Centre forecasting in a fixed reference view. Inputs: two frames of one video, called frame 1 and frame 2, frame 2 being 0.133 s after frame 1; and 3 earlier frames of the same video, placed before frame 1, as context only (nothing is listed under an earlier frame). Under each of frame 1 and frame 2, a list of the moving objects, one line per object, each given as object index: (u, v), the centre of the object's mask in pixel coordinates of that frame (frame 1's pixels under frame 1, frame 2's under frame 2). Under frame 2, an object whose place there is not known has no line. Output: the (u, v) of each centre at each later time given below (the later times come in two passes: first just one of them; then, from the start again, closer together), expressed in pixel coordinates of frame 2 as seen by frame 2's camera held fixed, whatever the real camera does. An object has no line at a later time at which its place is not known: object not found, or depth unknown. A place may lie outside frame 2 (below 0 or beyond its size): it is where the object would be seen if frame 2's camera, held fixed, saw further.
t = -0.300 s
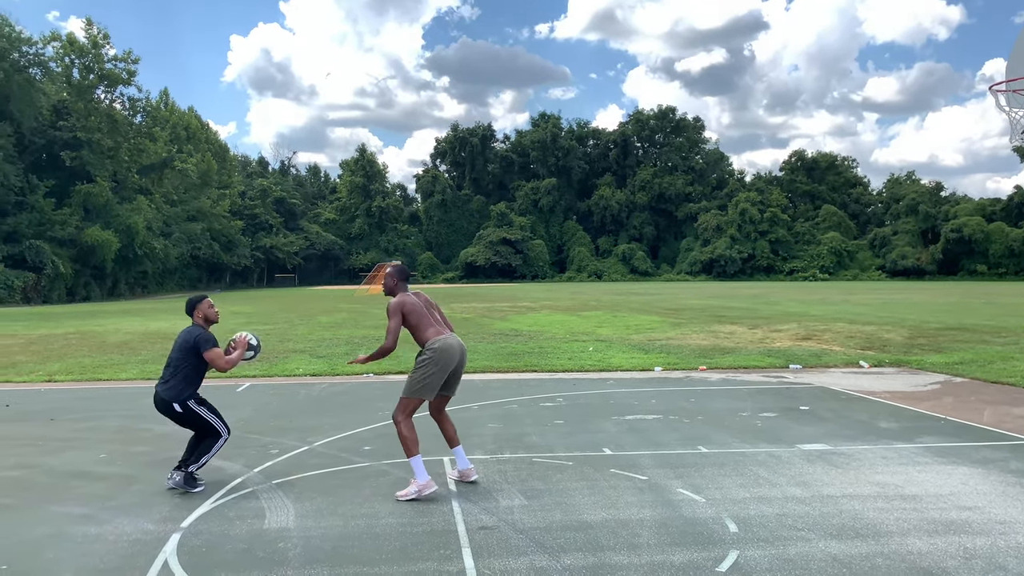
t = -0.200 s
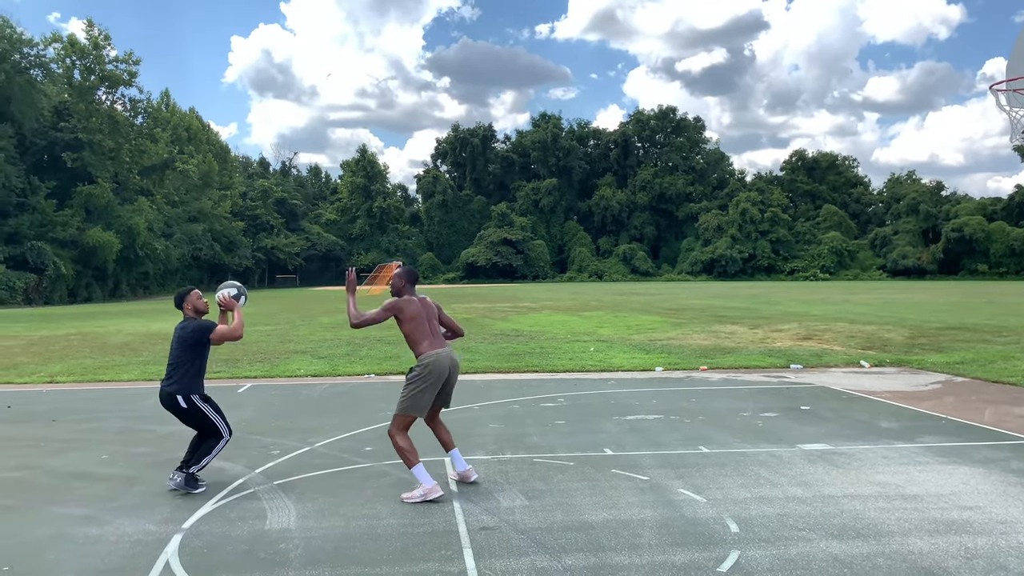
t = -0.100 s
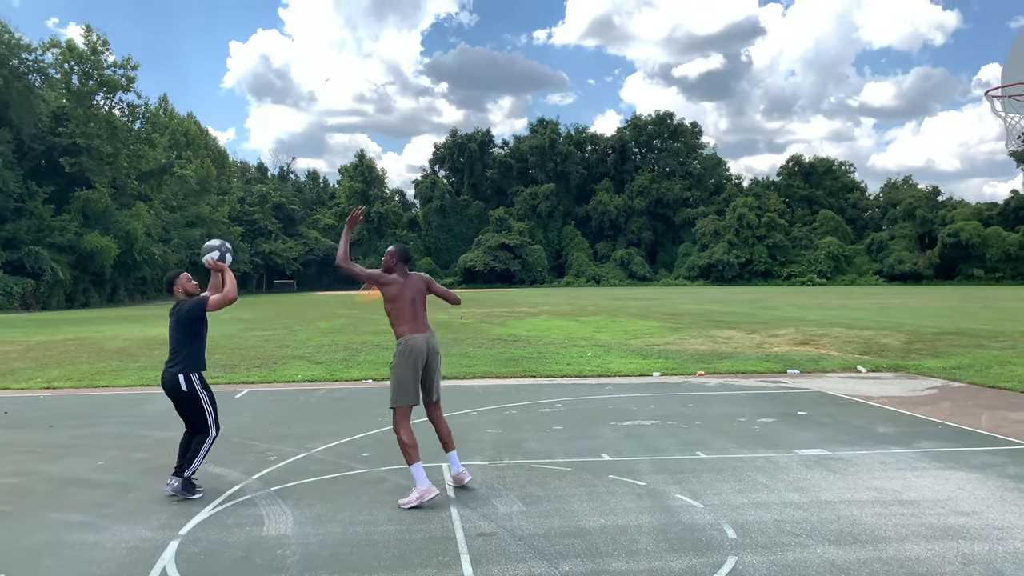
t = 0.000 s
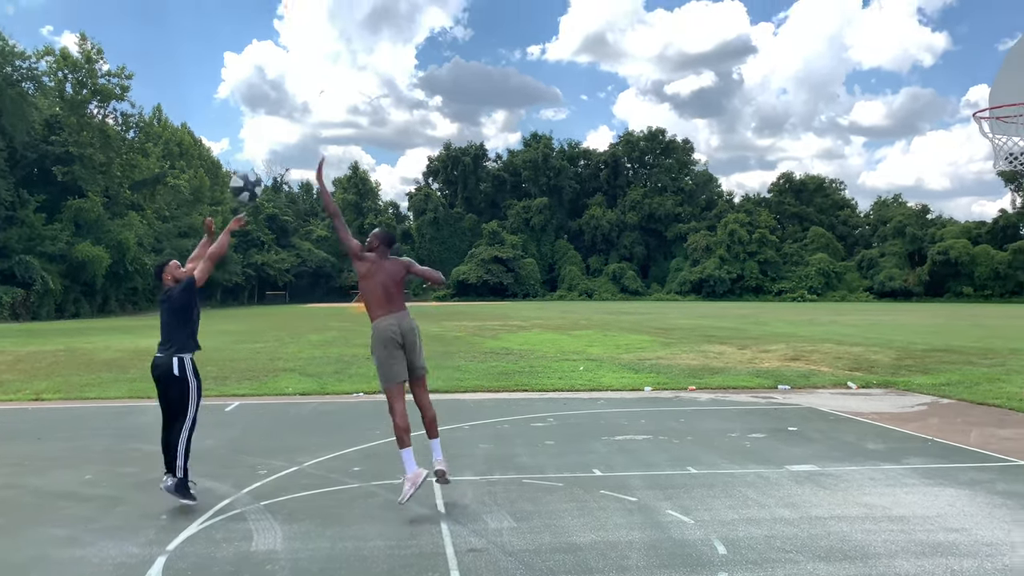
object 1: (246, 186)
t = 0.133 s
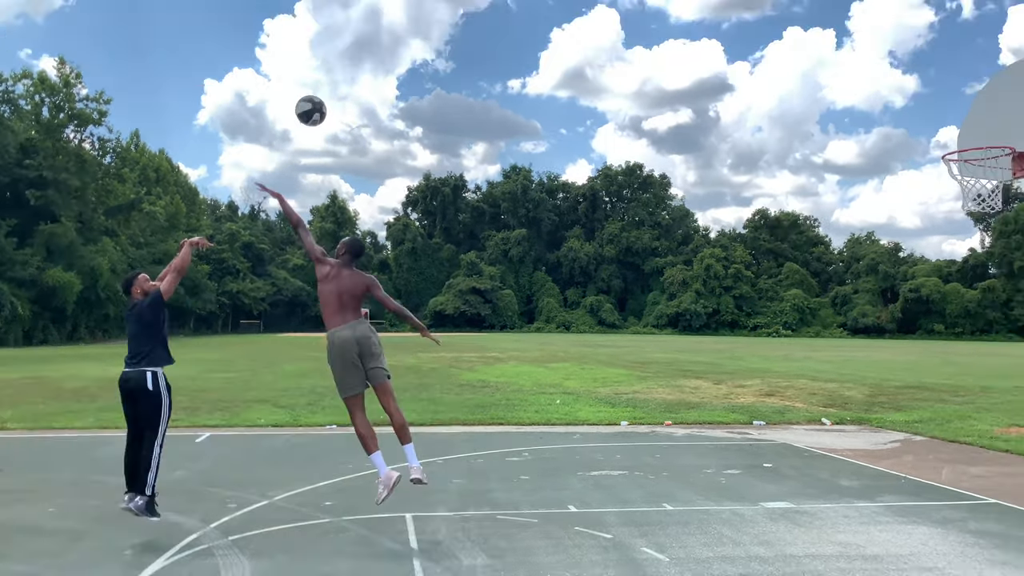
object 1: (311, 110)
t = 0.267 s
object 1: (399, 28)
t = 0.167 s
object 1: (334, 87)
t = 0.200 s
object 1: (357, 66)
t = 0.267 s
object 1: (399, 28)
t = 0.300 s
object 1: (419, 13)
